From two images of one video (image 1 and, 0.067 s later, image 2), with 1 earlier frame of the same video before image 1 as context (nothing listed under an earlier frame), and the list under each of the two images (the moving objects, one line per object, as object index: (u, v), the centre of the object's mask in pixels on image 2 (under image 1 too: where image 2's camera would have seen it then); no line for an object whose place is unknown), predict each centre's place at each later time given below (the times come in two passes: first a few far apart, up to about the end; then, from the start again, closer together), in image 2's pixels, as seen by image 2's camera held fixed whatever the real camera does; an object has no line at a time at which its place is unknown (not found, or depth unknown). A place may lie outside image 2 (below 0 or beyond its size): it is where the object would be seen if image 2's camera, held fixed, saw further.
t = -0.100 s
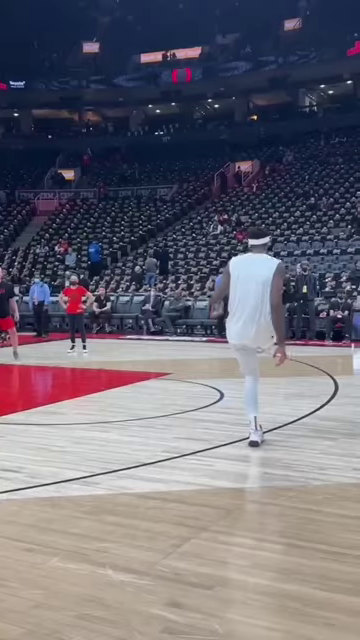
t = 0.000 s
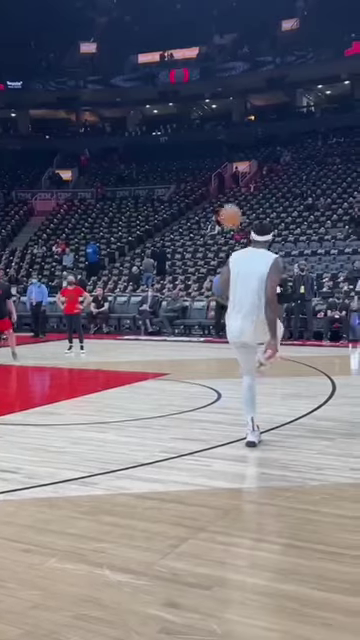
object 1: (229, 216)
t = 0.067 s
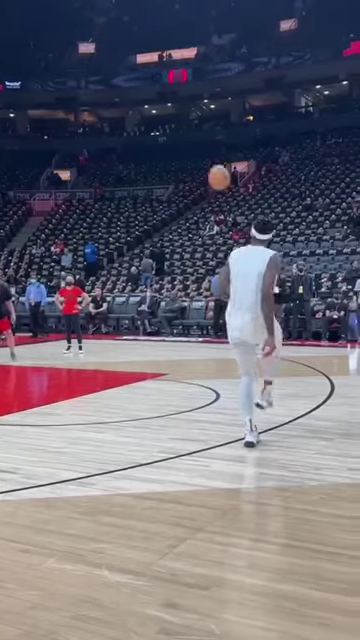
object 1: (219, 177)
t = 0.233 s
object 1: (196, 104)
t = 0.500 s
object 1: (166, 53)
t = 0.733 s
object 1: (145, 59)
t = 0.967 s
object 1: (127, 101)
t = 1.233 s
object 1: (111, 185)
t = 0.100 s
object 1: (214, 160)
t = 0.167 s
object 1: (205, 130)
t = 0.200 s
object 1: (201, 116)
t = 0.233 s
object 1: (196, 104)
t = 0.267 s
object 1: (192, 94)
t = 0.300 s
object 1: (188, 85)
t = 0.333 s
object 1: (185, 77)
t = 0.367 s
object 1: (181, 70)
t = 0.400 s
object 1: (177, 64)
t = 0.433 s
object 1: (173, 59)
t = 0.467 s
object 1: (170, 55)
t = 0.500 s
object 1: (166, 53)
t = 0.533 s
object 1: (163, 51)
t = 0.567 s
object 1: (160, 50)
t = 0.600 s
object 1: (157, 50)
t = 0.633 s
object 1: (154, 50)
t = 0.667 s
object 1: (150, 52)
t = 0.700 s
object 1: (148, 55)
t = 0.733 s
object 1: (145, 59)
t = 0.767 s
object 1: (142, 62)
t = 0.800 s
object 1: (139, 67)
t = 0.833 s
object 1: (137, 73)
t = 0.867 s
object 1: (134, 79)
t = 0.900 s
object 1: (132, 86)
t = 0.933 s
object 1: (129, 93)
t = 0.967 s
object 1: (127, 101)
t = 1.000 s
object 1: (125, 110)
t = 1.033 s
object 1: (123, 119)
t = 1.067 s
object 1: (121, 129)
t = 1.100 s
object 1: (119, 139)
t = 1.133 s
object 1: (117, 150)
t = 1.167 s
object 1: (115, 161)
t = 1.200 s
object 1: (113, 173)
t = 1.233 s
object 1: (111, 185)
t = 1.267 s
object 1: (110, 198)
